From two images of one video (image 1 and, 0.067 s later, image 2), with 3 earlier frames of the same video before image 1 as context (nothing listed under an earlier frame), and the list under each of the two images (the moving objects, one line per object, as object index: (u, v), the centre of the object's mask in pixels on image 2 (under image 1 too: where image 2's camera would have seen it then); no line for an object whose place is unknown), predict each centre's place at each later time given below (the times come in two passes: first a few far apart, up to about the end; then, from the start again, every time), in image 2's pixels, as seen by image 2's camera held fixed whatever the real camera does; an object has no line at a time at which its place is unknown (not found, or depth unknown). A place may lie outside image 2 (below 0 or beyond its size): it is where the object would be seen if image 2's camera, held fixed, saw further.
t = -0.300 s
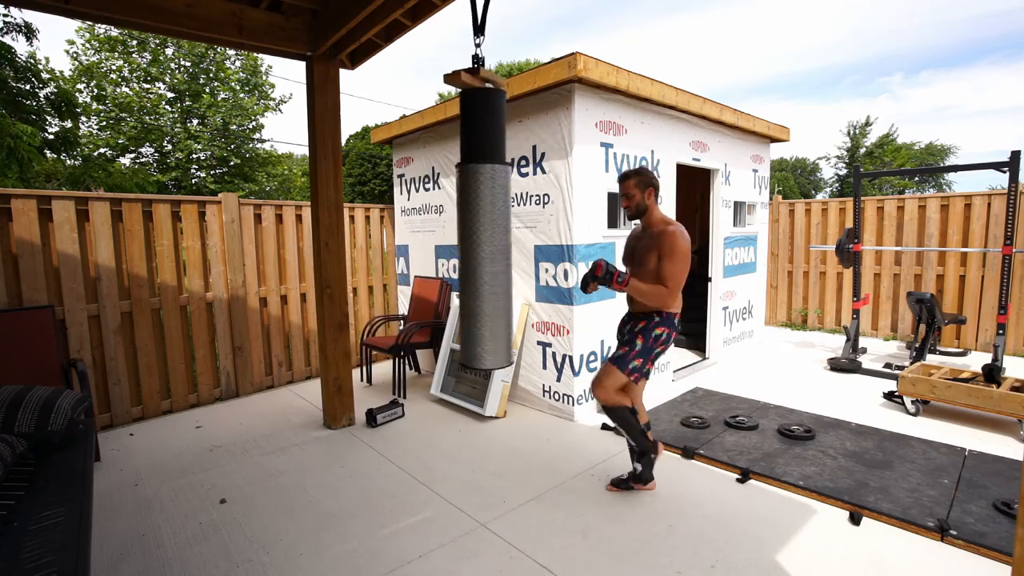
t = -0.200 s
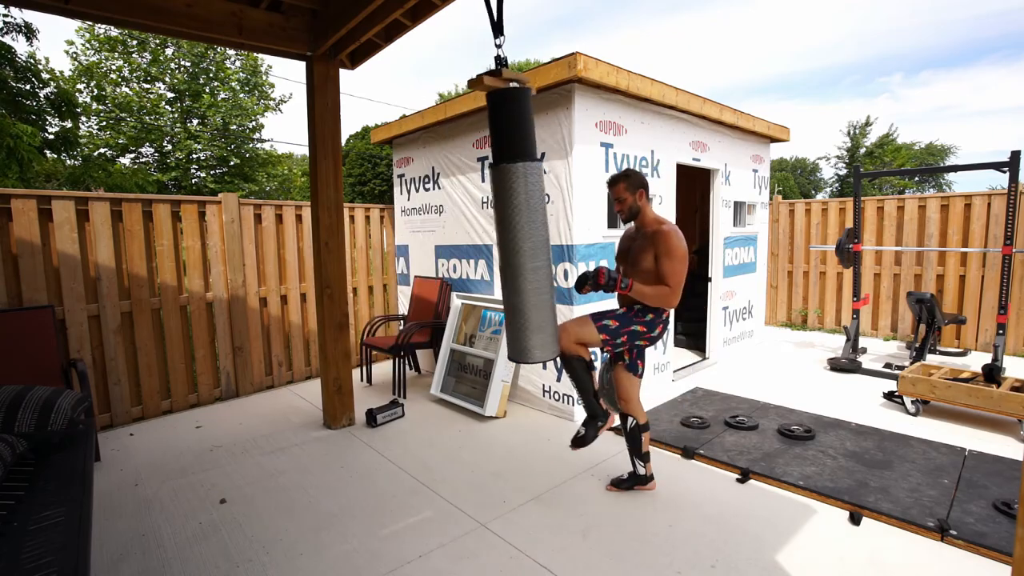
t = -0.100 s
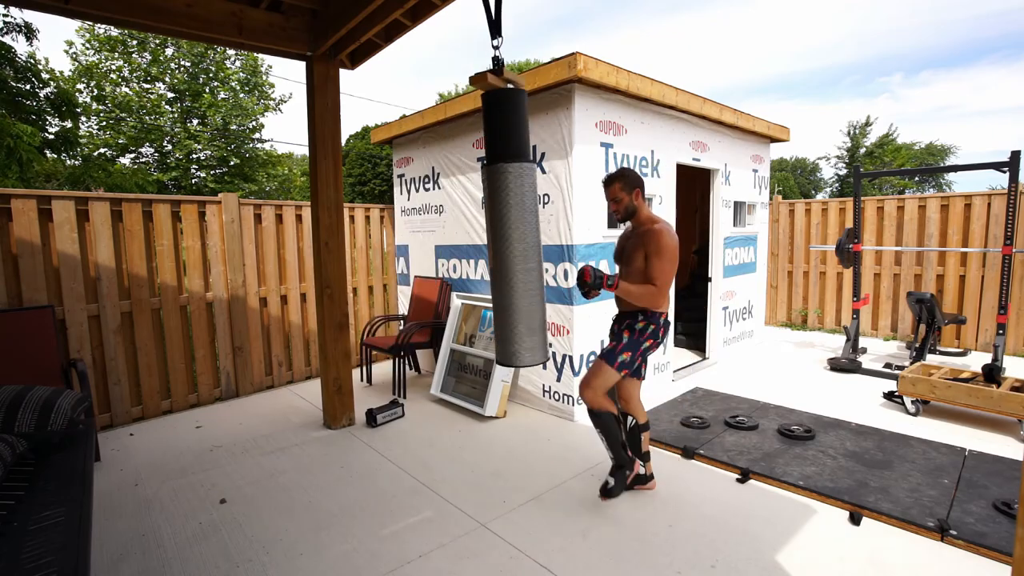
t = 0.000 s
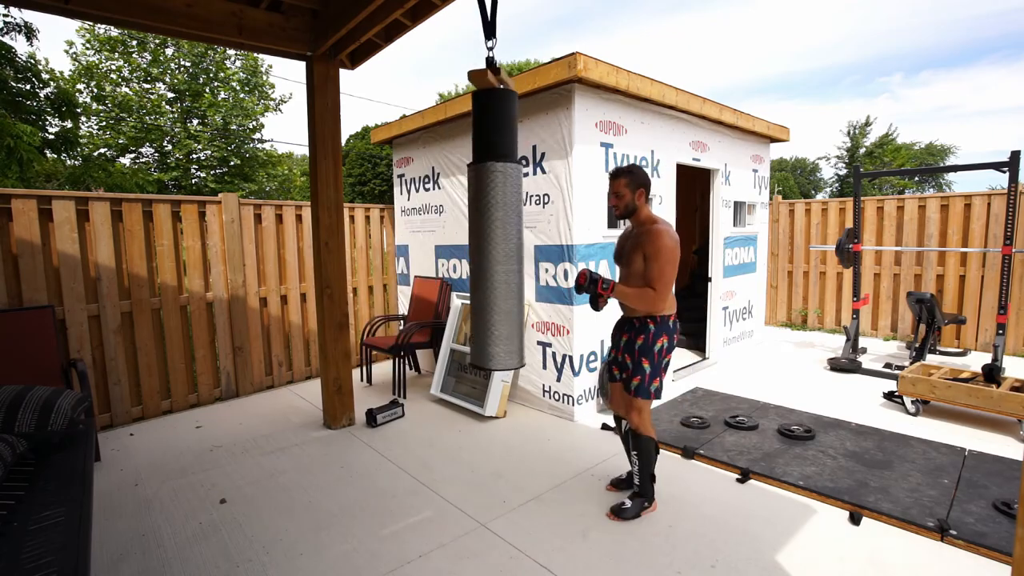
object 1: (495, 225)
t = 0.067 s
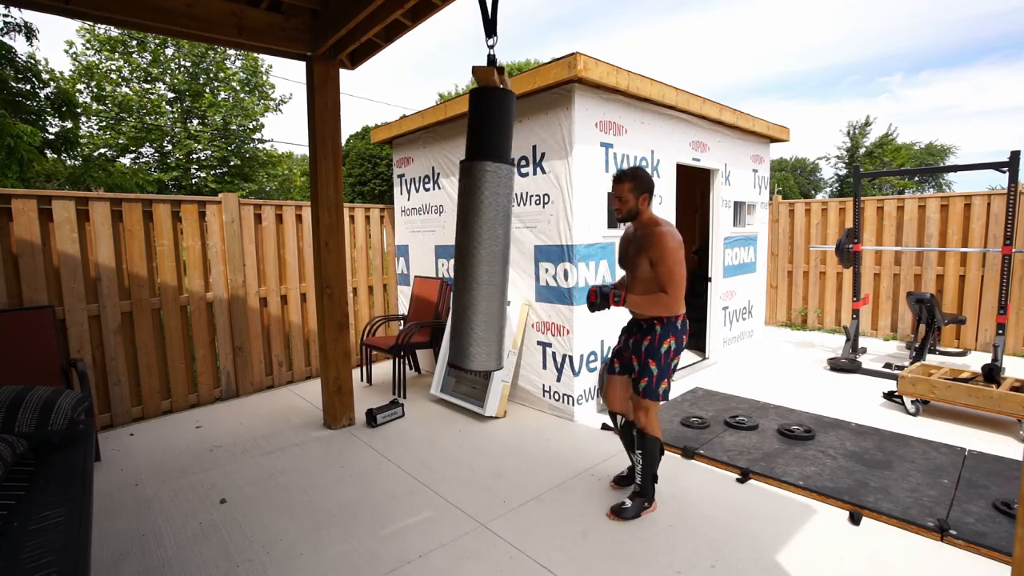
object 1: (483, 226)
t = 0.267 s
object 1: (465, 226)
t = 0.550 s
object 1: (497, 222)
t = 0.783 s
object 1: (498, 222)
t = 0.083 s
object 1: (480, 227)
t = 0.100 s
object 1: (477, 226)
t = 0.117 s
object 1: (474, 228)
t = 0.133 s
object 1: (472, 228)
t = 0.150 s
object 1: (470, 228)
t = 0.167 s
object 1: (468, 227)
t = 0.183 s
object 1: (466, 228)
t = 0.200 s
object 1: (466, 228)
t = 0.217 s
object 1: (465, 227)
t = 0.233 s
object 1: (465, 227)
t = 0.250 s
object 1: (465, 227)
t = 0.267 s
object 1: (465, 226)
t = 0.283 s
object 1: (466, 226)
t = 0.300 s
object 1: (467, 226)
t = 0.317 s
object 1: (468, 226)
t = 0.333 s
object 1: (469, 226)
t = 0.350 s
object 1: (470, 226)
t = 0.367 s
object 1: (472, 225)
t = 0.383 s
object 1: (474, 225)
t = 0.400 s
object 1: (476, 224)
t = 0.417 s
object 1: (479, 225)
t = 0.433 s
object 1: (481, 224)
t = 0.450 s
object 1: (484, 223)
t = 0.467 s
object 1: (487, 224)
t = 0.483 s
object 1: (489, 223)
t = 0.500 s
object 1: (491, 223)
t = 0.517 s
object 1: (493, 222)
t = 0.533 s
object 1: (495, 222)
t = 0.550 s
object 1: (497, 222)
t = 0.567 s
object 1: (499, 221)
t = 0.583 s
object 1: (500, 221)
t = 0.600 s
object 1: (502, 221)
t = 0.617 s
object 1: (503, 221)
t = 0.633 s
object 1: (504, 221)
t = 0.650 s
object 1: (505, 220)
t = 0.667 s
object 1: (505, 221)
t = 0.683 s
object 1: (505, 220)
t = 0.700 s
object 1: (504, 220)
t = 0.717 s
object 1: (504, 221)
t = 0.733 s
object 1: (503, 221)
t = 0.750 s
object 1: (501, 221)
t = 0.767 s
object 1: (500, 222)
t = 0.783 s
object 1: (498, 222)
